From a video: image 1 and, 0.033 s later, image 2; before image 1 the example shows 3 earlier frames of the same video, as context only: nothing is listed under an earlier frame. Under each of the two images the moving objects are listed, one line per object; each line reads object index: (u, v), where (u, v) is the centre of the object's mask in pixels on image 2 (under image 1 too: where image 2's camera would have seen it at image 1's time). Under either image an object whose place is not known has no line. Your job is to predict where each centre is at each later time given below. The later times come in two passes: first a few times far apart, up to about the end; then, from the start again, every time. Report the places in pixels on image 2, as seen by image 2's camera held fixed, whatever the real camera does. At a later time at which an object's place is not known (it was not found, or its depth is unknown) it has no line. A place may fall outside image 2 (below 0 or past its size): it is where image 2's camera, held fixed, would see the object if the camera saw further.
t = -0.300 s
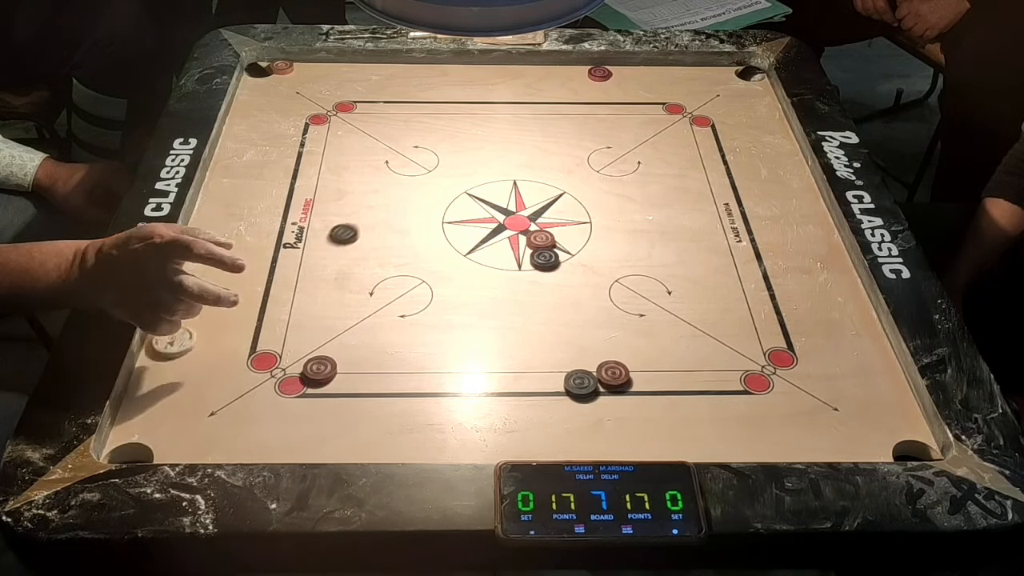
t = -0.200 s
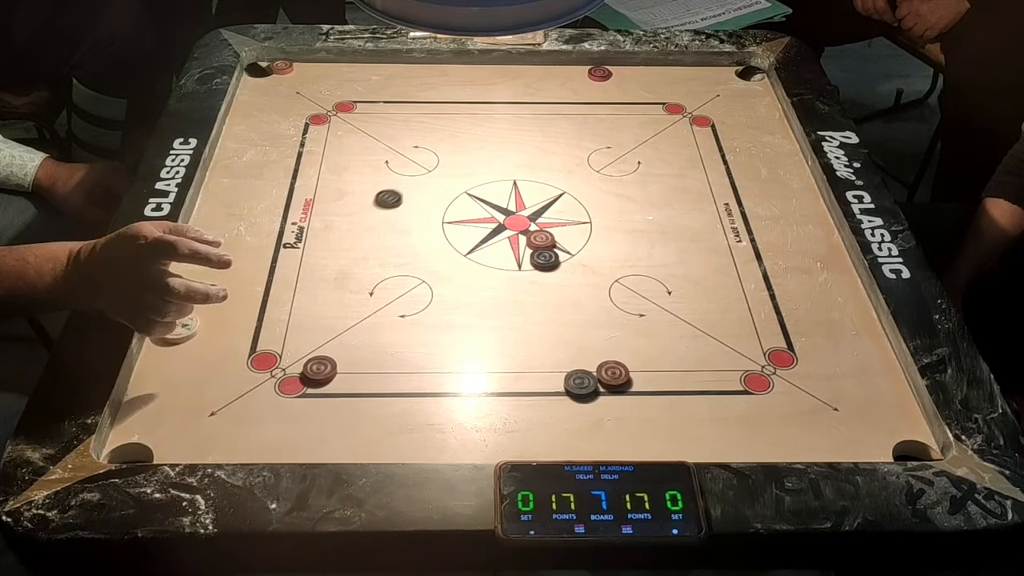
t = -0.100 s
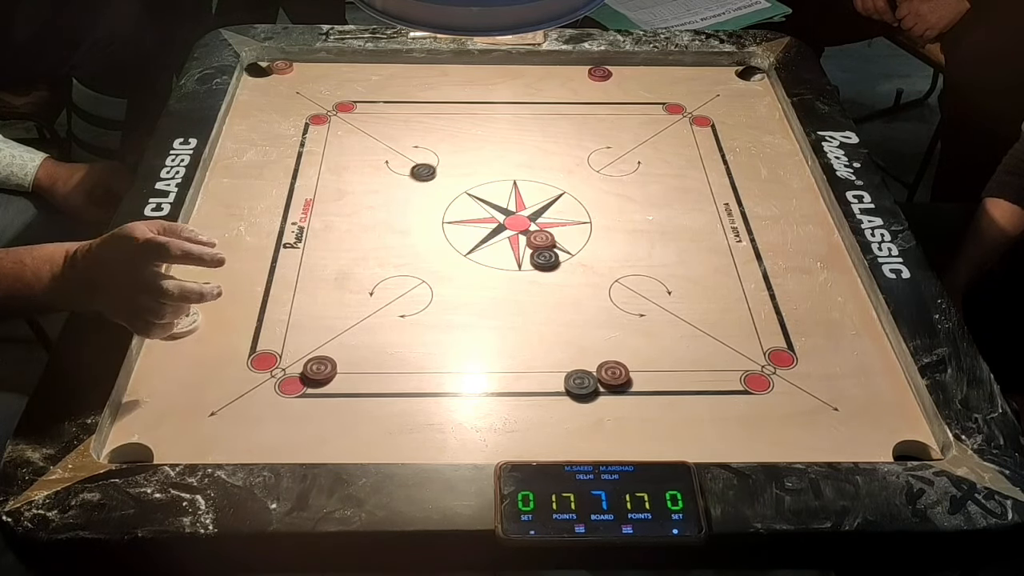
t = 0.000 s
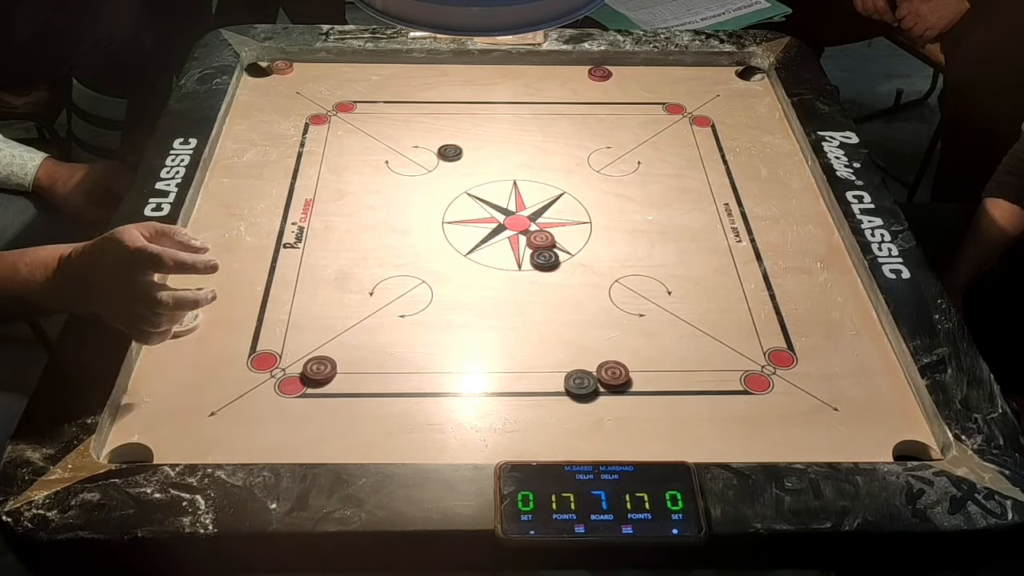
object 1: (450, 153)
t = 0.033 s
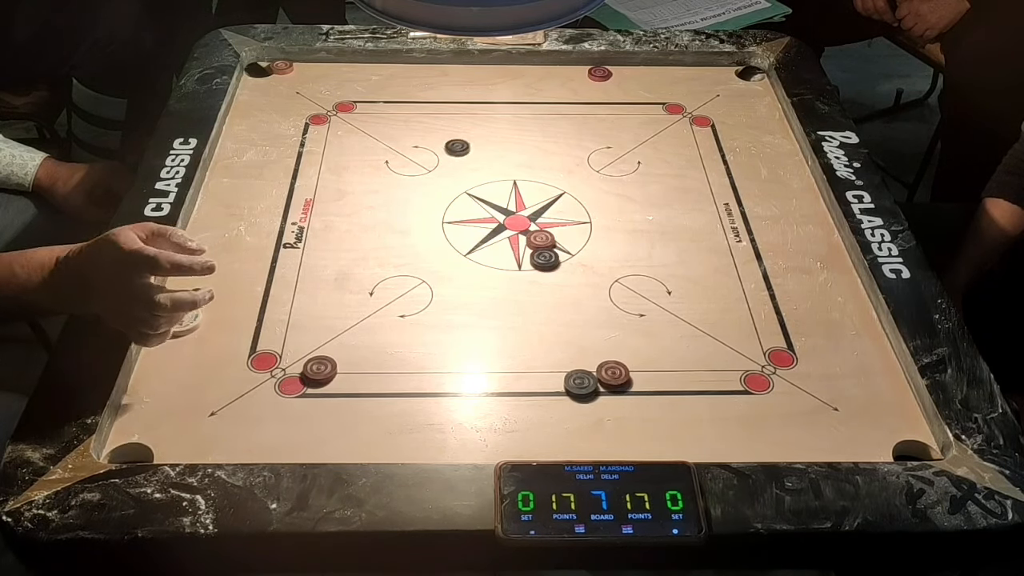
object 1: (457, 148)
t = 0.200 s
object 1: (483, 131)
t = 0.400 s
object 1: (491, 127)
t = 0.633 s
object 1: (491, 127)
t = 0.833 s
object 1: (492, 127)
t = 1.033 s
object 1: (492, 127)
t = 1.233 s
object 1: (492, 127)
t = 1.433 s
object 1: (492, 127)
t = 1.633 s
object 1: (492, 127)
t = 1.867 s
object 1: (492, 127)
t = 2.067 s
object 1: (492, 127)
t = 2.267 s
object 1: (492, 127)
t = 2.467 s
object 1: (491, 127)
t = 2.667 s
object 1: (491, 127)
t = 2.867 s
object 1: (491, 127)
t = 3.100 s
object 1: (491, 127)
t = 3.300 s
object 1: (492, 127)
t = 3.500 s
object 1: (491, 127)
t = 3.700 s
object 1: (491, 127)
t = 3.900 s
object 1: (491, 127)
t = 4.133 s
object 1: (491, 127)
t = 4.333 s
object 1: (491, 127)
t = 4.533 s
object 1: (491, 127)
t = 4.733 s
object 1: (491, 127)
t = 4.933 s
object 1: (492, 127)
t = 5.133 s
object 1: (491, 127)
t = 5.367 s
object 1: (491, 127)
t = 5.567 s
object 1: (491, 127)
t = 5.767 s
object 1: (491, 127)
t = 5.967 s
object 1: (491, 127)
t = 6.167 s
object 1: (491, 127)
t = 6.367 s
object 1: (491, 127)
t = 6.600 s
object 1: (491, 127)
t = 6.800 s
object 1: (492, 127)
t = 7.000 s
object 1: (492, 127)
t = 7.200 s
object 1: (491, 127)
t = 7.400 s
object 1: (491, 127)
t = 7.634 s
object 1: (491, 127)
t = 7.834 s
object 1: (491, 127)
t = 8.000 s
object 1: (491, 127)
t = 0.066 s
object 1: (464, 143)
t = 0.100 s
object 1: (469, 139)
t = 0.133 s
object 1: (475, 136)
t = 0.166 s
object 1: (479, 133)
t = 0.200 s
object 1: (483, 131)
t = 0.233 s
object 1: (486, 129)
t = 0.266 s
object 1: (489, 128)
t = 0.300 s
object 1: (490, 127)
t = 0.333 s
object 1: (491, 127)
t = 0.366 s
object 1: (491, 127)
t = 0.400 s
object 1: (491, 127)
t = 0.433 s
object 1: (491, 127)
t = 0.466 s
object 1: (491, 127)
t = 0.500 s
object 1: (491, 127)
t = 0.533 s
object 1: (491, 127)
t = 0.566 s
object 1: (491, 127)
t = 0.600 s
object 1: (491, 127)
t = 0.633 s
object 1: (491, 127)
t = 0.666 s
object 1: (491, 127)
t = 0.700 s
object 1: (491, 127)
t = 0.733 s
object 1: (491, 127)
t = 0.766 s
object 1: (492, 127)
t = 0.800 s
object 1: (492, 127)
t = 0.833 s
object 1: (492, 127)
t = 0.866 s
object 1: (492, 127)
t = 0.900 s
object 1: (492, 127)
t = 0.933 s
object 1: (492, 127)
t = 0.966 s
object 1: (492, 127)
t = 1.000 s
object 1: (492, 127)
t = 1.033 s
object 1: (492, 127)
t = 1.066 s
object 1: (492, 127)
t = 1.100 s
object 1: (492, 127)
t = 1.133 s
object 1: (492, 127)
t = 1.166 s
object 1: (492, 127)
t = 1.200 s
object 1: (492, 127)
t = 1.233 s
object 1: (492, 127)
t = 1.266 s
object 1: (492, 127)
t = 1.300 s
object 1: (492, 127)
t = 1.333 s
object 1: (492, 127)
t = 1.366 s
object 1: (492, 127)
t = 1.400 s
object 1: (492, 127)
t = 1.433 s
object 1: (492, 127)
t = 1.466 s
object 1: (492, 127)
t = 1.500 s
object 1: (492, 127)
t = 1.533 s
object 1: (492, 127)
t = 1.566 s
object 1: (492, 127)
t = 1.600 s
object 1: (491, 127)
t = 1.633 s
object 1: (492, 127)
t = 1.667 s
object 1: (491, 127)
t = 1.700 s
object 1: (491, 127)
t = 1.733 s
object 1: (491, 127)
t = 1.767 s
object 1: (492, 127)
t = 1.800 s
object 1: (491, 127)
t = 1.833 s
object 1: (491, 127)
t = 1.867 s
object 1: (492, 127)
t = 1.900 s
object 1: (492, 127)
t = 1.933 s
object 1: (492, 127)
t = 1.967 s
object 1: (492, 127)
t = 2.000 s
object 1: (491, 127)
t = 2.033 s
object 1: (491, 127)
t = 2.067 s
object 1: (492, 127)
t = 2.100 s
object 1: (491, 127)
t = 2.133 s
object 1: (492, 127)
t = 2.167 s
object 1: (492, 127)
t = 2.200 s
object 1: (492, 127)
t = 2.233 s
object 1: (492, 127)
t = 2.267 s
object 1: (492, 127)
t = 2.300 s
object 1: (491, 127)
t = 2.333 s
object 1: (491, 127)
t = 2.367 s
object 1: (492, 127)
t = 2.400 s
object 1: (491, 127)
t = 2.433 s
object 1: (491, 127)
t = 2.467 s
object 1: (491, 127)
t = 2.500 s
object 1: (491, 127)
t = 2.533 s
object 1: (491, 127)
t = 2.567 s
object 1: (491, 127)
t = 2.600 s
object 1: (492, 127)
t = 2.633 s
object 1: (492, 127)
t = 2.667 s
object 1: (491, 127)
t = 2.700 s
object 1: (491, 127)
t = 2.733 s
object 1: (491, 127)
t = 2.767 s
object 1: (491, 127)
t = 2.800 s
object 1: (491, 127)
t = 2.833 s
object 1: (491, 127)
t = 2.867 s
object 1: (491, 127)
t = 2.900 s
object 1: (491, 127)
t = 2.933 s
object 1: (491, 127)
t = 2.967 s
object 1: (491, 127)
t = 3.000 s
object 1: (491, 127)
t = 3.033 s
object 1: (491, 127)
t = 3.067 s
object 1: (492, 127)
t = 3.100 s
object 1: (491, 127)
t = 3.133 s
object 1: (492, 127)
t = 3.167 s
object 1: (491, 127)
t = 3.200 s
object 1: (492, 127)
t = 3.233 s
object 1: (492, 127)
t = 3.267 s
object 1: (491, 127)
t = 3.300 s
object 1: (492, 127)
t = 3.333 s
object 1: (492, 127)
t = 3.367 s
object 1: (492, 127)
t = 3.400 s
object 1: (491, 127)
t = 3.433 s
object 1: (491, 127)
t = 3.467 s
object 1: (491, 127)
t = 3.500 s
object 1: (491, 127)
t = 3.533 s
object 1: (491, 127)
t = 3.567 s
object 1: (491, 127)
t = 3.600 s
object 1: (491, 127)
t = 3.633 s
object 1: (491, 127)
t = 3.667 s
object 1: (491, 127)
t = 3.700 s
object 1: (491, 127)
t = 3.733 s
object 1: (491, 127)
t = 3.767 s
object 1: (491, 127)
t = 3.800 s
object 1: (491, 127)
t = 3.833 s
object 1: (491, 127)
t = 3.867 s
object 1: (491, 127)
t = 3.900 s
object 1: (491, 127)
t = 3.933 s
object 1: (491, 127)
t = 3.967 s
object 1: (491, 127)
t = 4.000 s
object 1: (491, 127)
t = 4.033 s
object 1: (491, 127)
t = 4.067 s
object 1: (491, 127)
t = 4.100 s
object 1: (491, 127)
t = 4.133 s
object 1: (491, 127)
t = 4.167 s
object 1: (491, 127)
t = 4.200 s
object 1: (491, 127)
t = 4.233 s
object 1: (491, 127)
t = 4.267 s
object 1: (491, 127)
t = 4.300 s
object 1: (491, 127)
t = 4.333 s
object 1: (491, 127)
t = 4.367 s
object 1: (491, 127)
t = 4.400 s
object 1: (491, 127)
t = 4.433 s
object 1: (491, 127)
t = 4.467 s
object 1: (491, 127)
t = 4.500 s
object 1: (491, 127)
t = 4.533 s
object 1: (491, 127)
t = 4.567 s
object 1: (491, 127)
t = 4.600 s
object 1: (491, 127)
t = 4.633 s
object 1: (491, 127)
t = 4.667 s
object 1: (491, 127)
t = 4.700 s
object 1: (491, 127)
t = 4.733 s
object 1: (491, 127)
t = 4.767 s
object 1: (491, 127)
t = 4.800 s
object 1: (491, 127)
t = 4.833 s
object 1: (491, 127)
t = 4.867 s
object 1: (491, 127)
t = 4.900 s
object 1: (492, 127)
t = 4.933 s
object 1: (492, 127)
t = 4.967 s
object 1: (491, 127)
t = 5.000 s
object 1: (491, 127)
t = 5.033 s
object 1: (491, 127)
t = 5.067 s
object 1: (491, 127)
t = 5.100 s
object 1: (491, 127)
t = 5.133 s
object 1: (491, 127)
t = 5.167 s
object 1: (491, 127)
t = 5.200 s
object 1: (491, 127)
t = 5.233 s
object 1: (491, 127)
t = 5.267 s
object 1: (491, 127)
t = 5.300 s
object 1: (491, 127)
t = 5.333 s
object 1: (491, 127)
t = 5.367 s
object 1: (491, 127)
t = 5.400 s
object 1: (492, 127)
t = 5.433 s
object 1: (491, 127)
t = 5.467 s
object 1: (491, 127)
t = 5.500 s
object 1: (491, 127)
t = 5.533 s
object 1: (491, 127)
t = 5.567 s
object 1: (491, 127)
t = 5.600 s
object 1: (491, 127)
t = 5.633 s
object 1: (491, 127)
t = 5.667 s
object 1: (491, 127)
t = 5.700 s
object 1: (491, 127)
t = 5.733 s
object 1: (491, 127)
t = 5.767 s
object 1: (491, 127)
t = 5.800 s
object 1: (491, 127)
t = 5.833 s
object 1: (491, 127)
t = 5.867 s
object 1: (491, 127)
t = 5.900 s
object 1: (491, 127)
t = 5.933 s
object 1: (491, 127)
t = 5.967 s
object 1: (491, 127)
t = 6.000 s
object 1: (491, 127)
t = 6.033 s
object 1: (491, 127)
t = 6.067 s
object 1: (491, 127)
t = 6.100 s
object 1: (491, 127)
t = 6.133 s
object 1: (491, 127)
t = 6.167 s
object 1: (491, 127)
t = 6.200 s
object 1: (491, 127)
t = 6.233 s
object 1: (491, 127)
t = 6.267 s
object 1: (491, 127)
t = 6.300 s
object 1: (491, 127)
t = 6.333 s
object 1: (491, 127)
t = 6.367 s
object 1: (491, 127)
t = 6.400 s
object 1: (491, 127)
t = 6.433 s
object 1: (491, 127)
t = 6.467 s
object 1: (491, 127)
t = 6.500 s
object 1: (491, 127)
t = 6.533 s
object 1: (491, 127)
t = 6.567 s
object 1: (491, 127)
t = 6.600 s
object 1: (491, 127)
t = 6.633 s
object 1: (491, 127)
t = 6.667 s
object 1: (491, 127)
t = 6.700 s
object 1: (491, 127)
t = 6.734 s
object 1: (491, 127)
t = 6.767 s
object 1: (492, 127)
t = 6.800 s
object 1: (492, 127)
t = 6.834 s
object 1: (492, 127)
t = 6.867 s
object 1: (492, 127)
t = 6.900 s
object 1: (491, 127)
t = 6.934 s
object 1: (491, 127)
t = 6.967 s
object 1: (491, 127)
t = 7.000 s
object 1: (492, 127)
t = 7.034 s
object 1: (492, 127)
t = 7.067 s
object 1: (491, 127)
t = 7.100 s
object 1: (492, 127)
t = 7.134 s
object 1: (491, 127)
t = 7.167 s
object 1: (491, 127)
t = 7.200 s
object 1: (491, 127)
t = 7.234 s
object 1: (492, 127)
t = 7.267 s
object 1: (492, 127)
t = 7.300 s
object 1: (492, 127)
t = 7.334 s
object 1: (491, 127)
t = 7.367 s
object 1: (492, 127)
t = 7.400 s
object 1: (491, 127)
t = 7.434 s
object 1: (491, 127)
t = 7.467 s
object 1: (491, 127)
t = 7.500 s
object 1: (491, 127)
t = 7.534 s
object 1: (491, 127)
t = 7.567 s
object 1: (491, 127)
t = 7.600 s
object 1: (491, 127)
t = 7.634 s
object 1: (491, 127)
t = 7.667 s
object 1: (491, 127)
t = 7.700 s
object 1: (491, 127)
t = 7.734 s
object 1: (491, 127)
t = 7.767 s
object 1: (491, 127)
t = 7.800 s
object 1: (491, 127)
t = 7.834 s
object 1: (491, 127)
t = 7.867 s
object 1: (491, 127)
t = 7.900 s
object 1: (491, 127)
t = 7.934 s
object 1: (491, 127)
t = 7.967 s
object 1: (491, 127)
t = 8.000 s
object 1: (491, 127)
